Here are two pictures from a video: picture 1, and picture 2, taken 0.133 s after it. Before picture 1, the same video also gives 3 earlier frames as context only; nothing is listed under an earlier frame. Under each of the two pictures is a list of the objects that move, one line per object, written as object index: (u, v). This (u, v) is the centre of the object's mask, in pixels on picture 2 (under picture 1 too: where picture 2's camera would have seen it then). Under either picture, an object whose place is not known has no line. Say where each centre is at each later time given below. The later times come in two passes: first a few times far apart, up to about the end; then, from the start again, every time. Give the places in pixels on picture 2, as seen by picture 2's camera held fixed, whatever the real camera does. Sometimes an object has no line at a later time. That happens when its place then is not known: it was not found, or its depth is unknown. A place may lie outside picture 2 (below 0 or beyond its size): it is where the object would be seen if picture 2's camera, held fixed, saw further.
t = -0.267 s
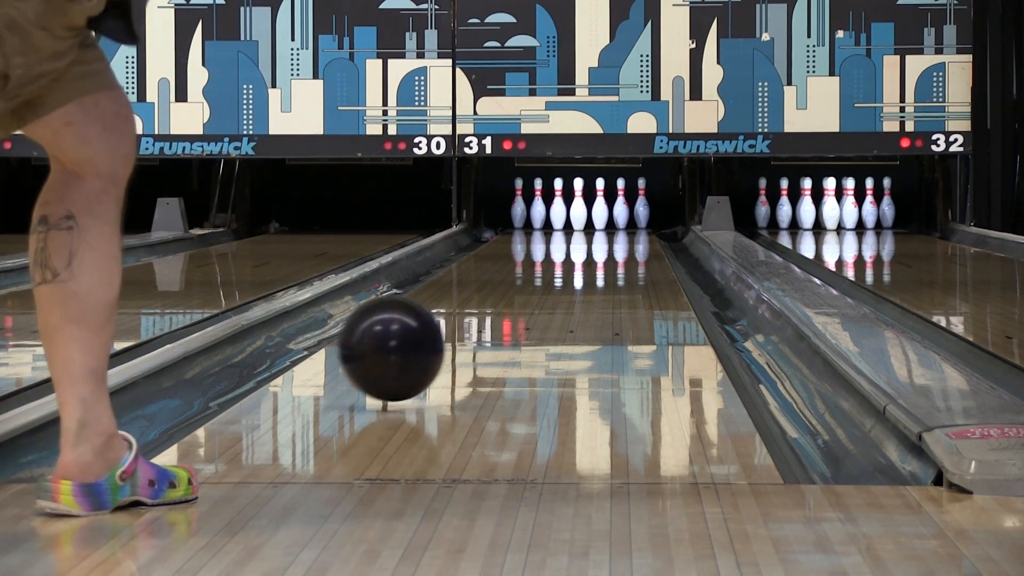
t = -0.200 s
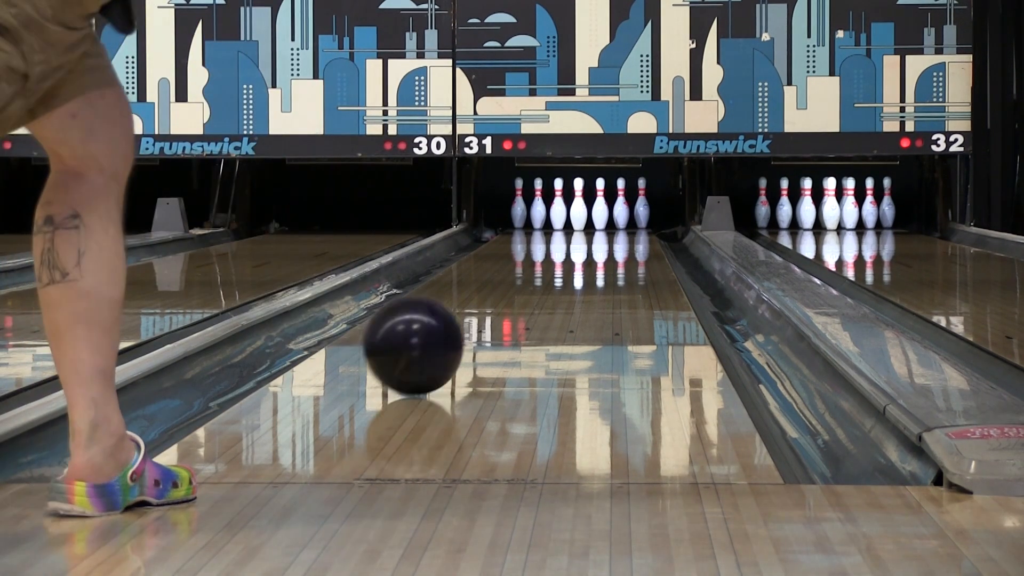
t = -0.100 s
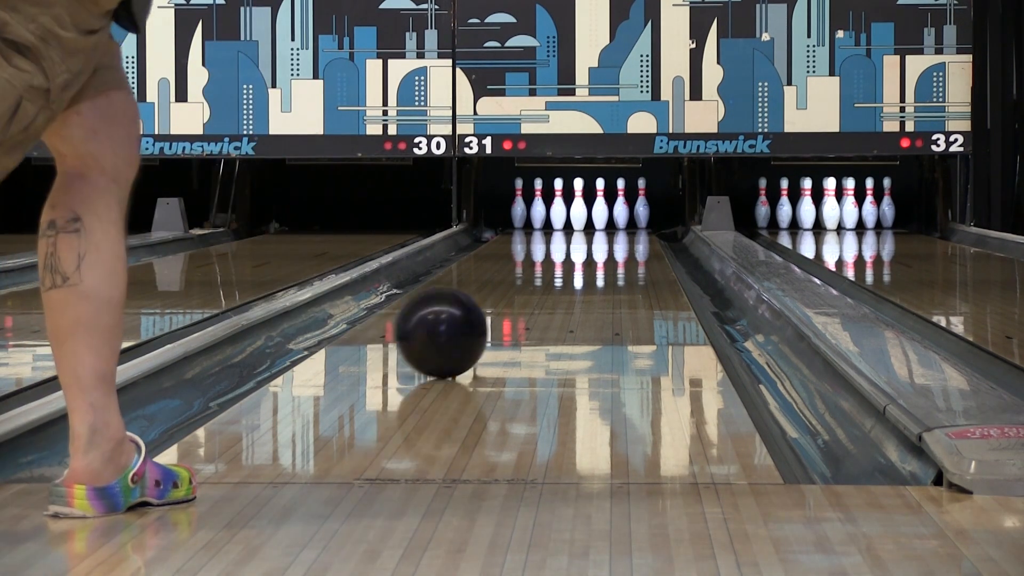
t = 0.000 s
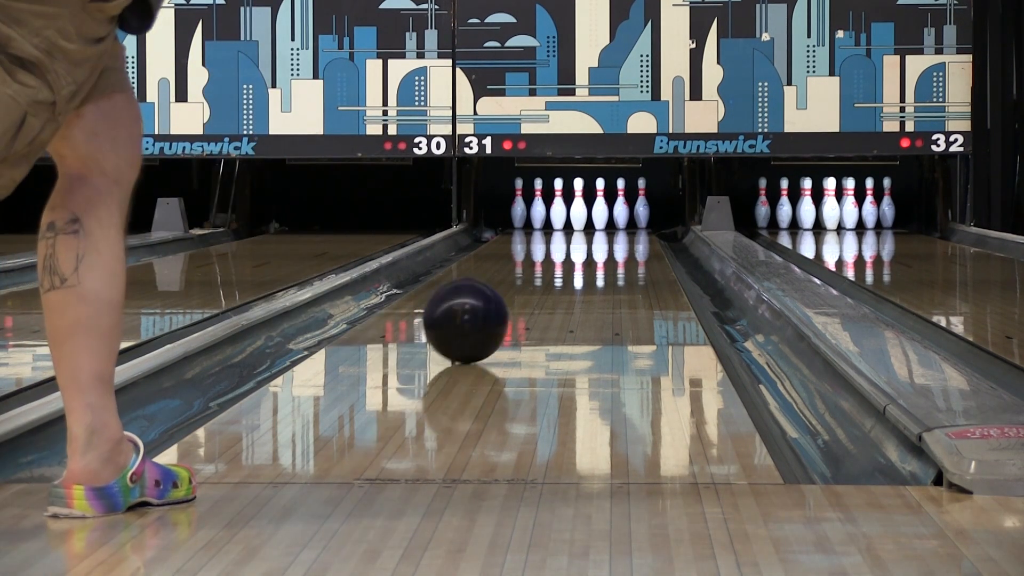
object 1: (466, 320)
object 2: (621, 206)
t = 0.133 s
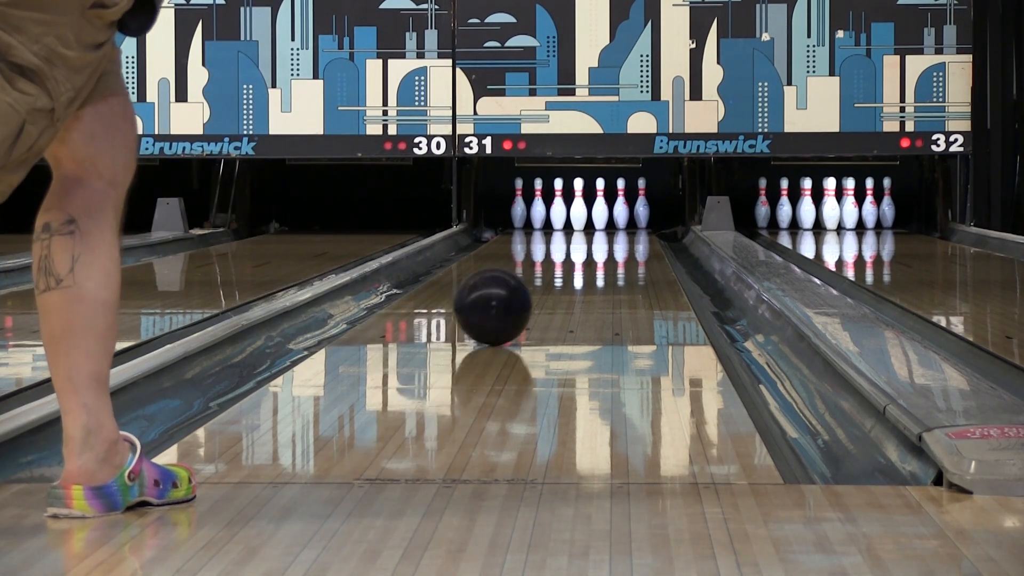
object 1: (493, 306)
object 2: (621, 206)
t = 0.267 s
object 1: (515, 295)
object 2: (621, 206)
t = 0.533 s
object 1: (550, 276)
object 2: (621, 206)
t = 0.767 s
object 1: (573, 264)
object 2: (621, 206)
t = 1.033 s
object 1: (593, 253)
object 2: (621, 206)
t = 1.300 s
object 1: (607, 244)
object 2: (621, 205)
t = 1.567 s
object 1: (617, 236)
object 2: (621, 200)
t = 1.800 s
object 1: (621, 231)
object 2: (621, 198)
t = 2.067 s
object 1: (614, 226)
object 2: (621, 196)
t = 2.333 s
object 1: (601, 222)
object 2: (621, 205)
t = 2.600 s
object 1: (588, 218)
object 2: (621, 206)
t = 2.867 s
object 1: (579, 216)
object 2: (623, 200)
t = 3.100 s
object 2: (638, 210)
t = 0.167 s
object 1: (499, 303)
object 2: (621, 206)
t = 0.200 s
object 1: (504, 300)
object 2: (621, 206)
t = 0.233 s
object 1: (510, 298)
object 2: (621, 206)
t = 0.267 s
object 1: (515, 295)
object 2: (621, 206)
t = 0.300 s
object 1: (520, 292)
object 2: (621, 206)
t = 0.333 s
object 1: (525, 290)
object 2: (621, 206)
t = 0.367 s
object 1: (530, 287)
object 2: (621, 206)
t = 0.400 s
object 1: (534, 285)
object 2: (621, 206)
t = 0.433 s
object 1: (538, 282)
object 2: (621, 206)
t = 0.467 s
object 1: (543, 280)
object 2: (621, 206)
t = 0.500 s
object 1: (546, 278)
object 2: (621, 206)
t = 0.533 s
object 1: (550, 276)
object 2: (621, 206)
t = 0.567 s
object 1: (554, 274)
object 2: (621, 206)
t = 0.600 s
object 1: (557, 272)
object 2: (621, 206)
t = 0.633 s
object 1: (561, 270)
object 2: (621, 206)
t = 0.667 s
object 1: (564, 268)
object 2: (621, 206)
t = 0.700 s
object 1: (567, 267)
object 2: (621, 206)
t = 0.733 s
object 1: (570, 265)
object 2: (621, 206)
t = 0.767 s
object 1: (573, 264)
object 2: (621, 206)
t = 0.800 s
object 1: (576, 262)
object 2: (621, 206)
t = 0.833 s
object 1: (579, 261)
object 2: (621, 206)
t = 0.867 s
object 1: (581, 259)
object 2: (621, 206)
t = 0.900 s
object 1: (584, 258)
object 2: (621, 206)
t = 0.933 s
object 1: (586, 256)
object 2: (621, 206)
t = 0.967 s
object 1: (588, 255)
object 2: (621, 206)
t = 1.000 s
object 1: (591, 254)
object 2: (621, 206)
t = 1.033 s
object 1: (593, 253)
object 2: (621, 206)
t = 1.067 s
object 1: (595, 251)
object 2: (621, 206)
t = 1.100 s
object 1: (597, 250)
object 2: (621, 206)
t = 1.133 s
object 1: (599, 249)
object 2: (621, 206)
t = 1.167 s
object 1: (601, 248)
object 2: (621, 206)
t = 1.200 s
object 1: (603, 247)
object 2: (621, 206)
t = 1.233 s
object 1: (605, 246)
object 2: (621, 206)
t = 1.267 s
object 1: (606, 244)
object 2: (621, 205)
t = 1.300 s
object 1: (607, 244)
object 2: (621, 205)
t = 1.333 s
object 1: (609, 243)
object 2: (621, 204)
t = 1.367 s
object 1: (610, 241)
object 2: (621, 203)
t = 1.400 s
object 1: (612, 240)
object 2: (621, 203)
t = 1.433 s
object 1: (613, 240)
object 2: (621, 202)
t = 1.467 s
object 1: (614, 239)
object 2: (621, 202)
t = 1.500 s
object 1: (615, 238)
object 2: (621, 201)
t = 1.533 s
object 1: (616, 237)
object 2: (621, 200)
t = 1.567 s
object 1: (617, 236)
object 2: (621, 200)
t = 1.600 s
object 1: (618, 235)
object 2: (621, 200)
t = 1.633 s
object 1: (619, 235)
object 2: (621, 199)
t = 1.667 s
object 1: (619, 234)
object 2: (621, 199)
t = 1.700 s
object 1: (620, 233)
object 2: (621, 199)
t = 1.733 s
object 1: (620, 233)
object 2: (621, 198)
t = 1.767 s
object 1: (620, 232)
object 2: (621, 198)
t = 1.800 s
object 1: (621, 231)
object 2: (621, 198)
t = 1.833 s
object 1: (620, 231)
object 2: (621, 197)
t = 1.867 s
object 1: (620, 230)
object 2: (621, 197)
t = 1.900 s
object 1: (619, 229)
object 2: (621, 197)
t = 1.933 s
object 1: (619, 228)
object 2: (621, 196)
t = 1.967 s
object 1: (618, 228)
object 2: (621, 196)
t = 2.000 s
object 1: (617, 227)
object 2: (621, 196)
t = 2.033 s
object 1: (615, 227)
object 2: (621, 196)
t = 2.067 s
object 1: (614, 226)
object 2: (621, 196)
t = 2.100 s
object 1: (613, 225)
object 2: (622, 197)
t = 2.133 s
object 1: (611, 225)
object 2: (622, 197)
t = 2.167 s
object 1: (609, 224)
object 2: (622, 199)
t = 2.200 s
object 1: (608, 224)
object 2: (622, 200)
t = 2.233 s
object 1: (606, 223)
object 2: (622, 202)
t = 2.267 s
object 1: (604, 223)
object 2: (622, 203)
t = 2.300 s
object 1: (602, 222)
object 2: (622, 204)
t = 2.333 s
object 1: (601, 222)
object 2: (621, 205)
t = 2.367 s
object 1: (599, 221)
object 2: (621, 206)
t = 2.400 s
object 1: (597, 221)
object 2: (621, 206)
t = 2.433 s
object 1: (596, 220)
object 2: (621, 206)
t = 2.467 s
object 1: (595, 220)
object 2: (621, 206)
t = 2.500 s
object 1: (593, 219)
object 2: (621, 206)
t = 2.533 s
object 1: (591, 219)
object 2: (621, 206)
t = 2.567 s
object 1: (590, 218)
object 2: (621, 206)
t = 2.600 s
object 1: (588, 218)
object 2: (621, 206)
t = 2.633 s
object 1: (587, 217)
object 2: (621, 206)
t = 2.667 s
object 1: (585, 217)
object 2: (621, 206)
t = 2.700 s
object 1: (583, 216)
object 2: (621, 206)
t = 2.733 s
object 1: (582, 216)
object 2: (621, 206)
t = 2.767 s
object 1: (582, 216)
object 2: (621, 206)
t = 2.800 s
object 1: (582, 215)
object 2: (621, 206)
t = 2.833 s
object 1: (581, 215)
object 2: (621, 206)
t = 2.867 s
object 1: (579, 216)
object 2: (623, 200)
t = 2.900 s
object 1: (576, 215)
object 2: (620, 203)
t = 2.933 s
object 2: (622, 205)
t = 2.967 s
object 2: (626, 207)
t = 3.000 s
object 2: (628, 206)
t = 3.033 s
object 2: (632, 206)
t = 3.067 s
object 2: (635, 208)
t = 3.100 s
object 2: (638, 210)
